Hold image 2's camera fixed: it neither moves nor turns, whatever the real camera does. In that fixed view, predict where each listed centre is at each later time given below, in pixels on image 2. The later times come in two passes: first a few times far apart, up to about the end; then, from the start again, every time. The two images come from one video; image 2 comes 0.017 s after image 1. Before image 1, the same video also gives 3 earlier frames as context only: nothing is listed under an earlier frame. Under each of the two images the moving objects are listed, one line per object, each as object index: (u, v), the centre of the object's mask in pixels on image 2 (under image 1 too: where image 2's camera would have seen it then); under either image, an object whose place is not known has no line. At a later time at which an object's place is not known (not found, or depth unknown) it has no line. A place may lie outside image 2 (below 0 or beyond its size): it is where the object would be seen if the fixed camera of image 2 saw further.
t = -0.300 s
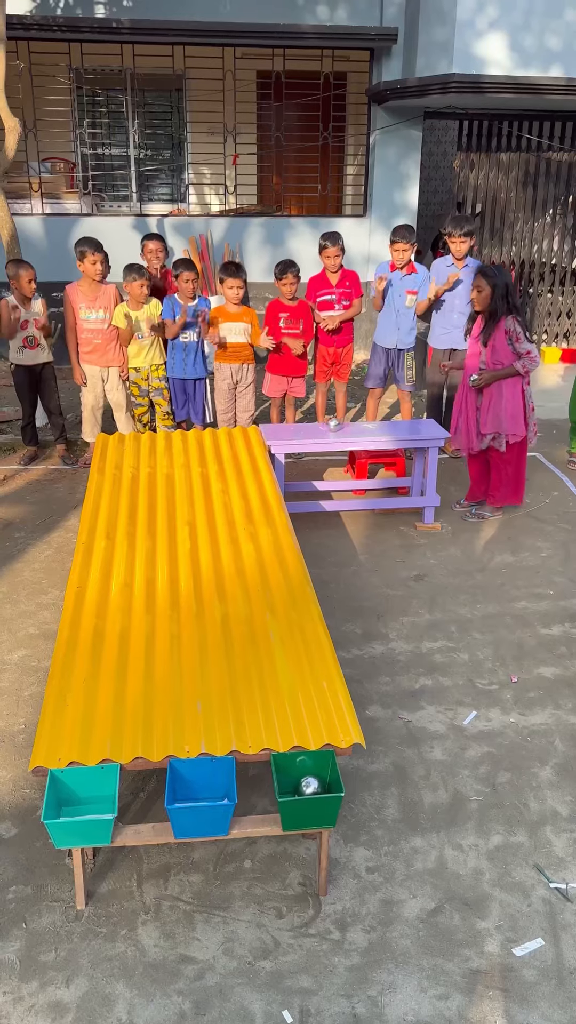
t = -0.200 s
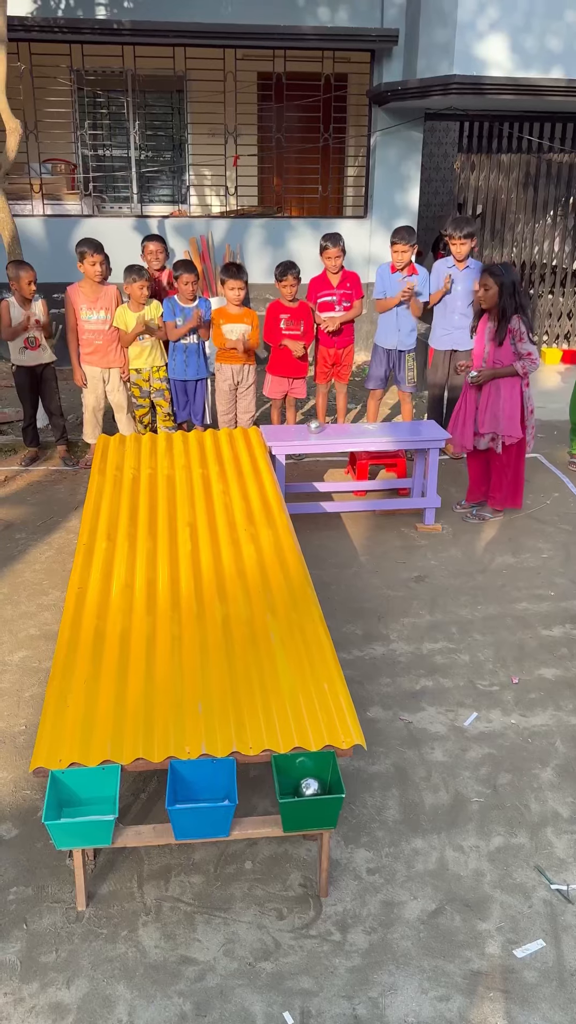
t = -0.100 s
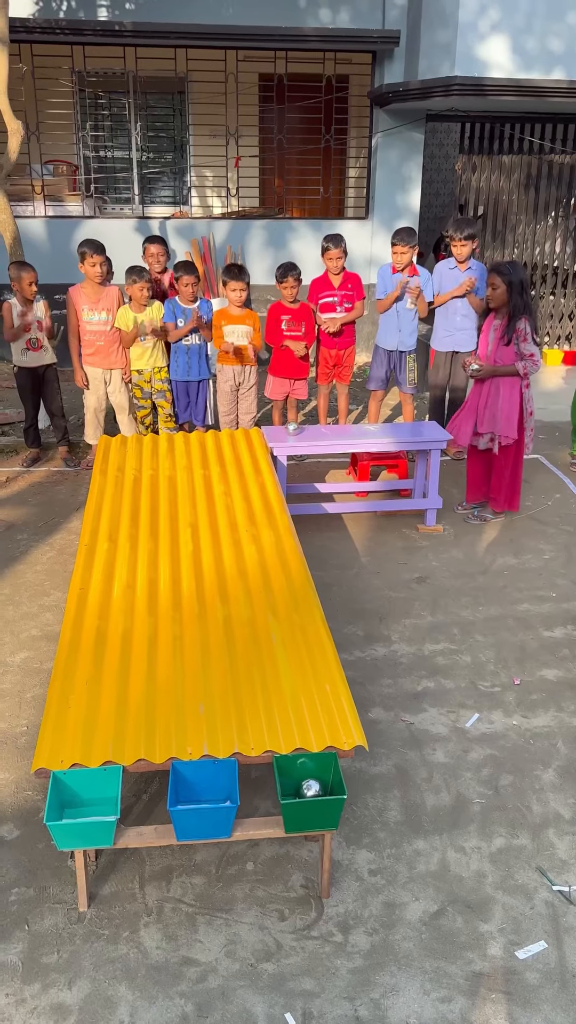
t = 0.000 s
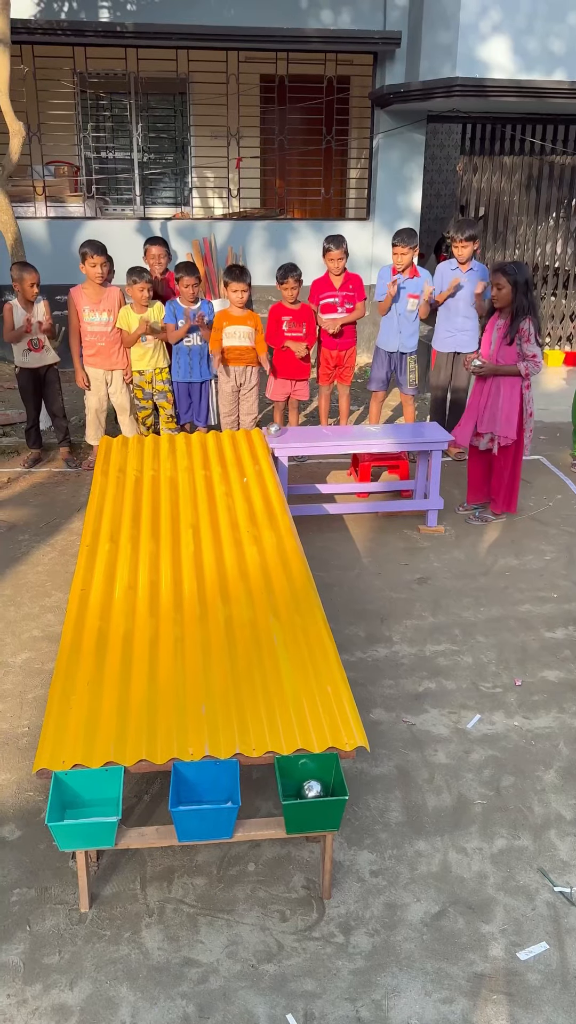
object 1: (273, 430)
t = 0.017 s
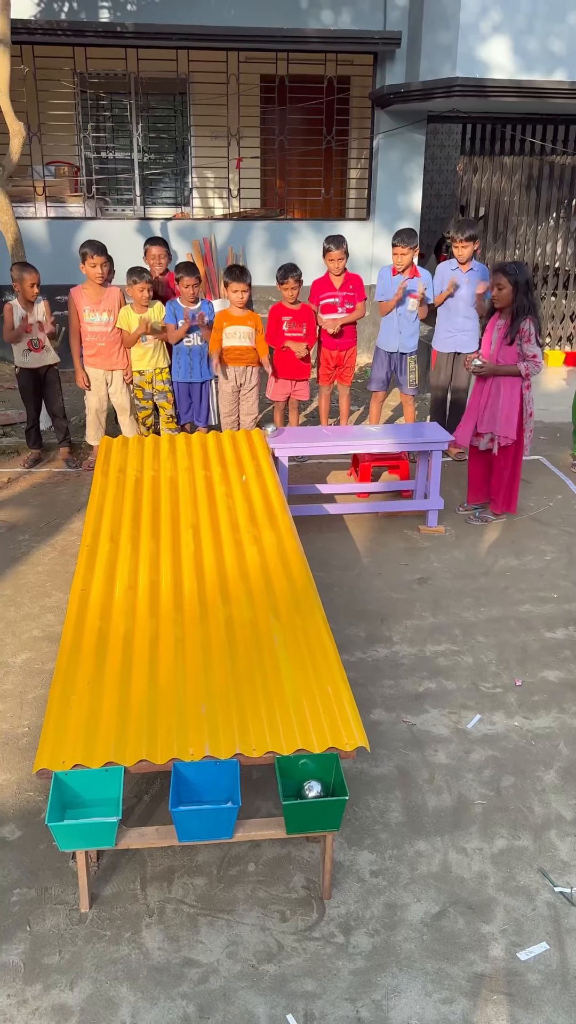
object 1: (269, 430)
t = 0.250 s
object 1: (237, 435)
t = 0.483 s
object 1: (226, 439)
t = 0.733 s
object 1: (224, 445)
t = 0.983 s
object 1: (225, 451)
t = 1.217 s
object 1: (227, 458)
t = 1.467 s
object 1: (228, 467)
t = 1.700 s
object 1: (231, 477)
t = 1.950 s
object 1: (233, 491)
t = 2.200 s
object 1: (236, 506)
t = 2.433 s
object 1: (240, 524)
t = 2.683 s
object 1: (245, 546)
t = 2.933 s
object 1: (251, 573)
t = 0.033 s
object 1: (265, 428)
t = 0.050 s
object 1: (263, 430)
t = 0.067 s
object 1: (260, 432)
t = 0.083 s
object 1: (256, 433)
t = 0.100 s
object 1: (252, 434)
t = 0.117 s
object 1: (251, 433)
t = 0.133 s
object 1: (250, 432)
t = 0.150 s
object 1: (249, 430)
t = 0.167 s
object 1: (248, 430)
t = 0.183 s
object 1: (247, 429)
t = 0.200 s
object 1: (244, 429)
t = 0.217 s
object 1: (243, 430)
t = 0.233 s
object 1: (241, 430)
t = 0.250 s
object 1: (237, 435)
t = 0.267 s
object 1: (236, 437)
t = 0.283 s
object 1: (235, 436)
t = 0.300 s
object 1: (234, 435)
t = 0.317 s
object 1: (234, 435)
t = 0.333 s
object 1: (233, 435)
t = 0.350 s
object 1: (233, 436)
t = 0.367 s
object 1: (232, 437)
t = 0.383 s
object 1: (231, 437)
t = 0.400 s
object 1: (231, 437)
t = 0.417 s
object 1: (230, 438)
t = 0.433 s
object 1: (229, 438)
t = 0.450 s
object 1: (228, 438)
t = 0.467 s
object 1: (227, 438)
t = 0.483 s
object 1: (226, 439)
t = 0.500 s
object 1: (225, 440)
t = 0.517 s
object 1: (224, 441)
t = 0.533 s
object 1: (223, 441)
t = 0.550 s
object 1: (223, 441)
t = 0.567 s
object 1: (222, 441)
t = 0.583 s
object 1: (222, 441)
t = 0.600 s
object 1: (221, 442)
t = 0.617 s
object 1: (221, 442)
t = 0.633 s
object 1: (221, 442)
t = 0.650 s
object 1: (221, 443)
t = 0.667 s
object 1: (222, 444)
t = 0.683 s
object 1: (222, 444)
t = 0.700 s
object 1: (223, 445)
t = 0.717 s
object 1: (224, 445)
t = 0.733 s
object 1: (224, 445)
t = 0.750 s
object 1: (224, 446)
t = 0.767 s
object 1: (224, 446)
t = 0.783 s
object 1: (224, 447)
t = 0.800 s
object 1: (224, 447)
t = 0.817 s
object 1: (224, 448)
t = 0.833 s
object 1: (225, 448)
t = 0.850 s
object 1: (225, 448)
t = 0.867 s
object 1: (225, 449)
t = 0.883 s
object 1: (225, 449)
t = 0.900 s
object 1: (225, 449)
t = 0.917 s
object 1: (225, 450)
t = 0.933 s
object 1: (225, 450)
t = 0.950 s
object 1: (225, 451)
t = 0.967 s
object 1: (225, 451)
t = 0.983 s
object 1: (225, 451)
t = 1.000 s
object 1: (225, 452)
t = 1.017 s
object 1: (225, 452)
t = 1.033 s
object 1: (225, 453)
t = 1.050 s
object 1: (226, 453)
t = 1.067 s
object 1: (226, 454)
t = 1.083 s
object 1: (226, 455)
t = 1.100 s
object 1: (226, 455)
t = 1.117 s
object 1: (226, 456)
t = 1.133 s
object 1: (226, 456)
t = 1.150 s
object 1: (226, 457)
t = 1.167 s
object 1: (226, 457)
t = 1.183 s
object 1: (226, 457)
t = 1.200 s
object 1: (226, 458)
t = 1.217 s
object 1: (227, 458)
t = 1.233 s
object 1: (227, 459)
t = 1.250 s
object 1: (227, 460)
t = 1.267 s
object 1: (227, 460)
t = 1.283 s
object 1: (227, 461)
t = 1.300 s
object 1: (227, 461)
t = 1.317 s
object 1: (227, 462)
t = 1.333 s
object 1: (227, 462)
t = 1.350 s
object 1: (227, 463)
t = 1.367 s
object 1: (228, 463)
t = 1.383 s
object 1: (228, 464)
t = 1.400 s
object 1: (228, 465)
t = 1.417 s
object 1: (228, 465)
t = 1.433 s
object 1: (228, 466)
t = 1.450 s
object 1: (228, 467)
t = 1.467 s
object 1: (228, 467)
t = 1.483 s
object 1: (229, 468)
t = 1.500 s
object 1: (229, 469)
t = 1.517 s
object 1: (229, 470)
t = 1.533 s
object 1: (229, 471)
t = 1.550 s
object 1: (229, 471)
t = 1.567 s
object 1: (229, 472)
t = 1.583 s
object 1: (230, 473)
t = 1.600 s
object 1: (230, 473)
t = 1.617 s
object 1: (230, 474)
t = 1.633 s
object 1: (230, 475)
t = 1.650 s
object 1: (230, 475)
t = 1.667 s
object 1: (230, 476)
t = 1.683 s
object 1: (230, 477)
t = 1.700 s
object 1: (231, 477)
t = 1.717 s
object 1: (231, 478)
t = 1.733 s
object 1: (231, 479)
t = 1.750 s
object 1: (231, 480)
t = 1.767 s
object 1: (231, 481)
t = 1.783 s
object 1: (231, 481)
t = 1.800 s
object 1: (232, 482)
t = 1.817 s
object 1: (232, 483)
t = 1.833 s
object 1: (232, 484)
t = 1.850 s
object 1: (232, 485)
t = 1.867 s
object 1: (232, 486)
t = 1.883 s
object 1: (232, 487)
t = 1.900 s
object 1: (232, 488)
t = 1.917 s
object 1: (233, 489)
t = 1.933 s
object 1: (233, 490)
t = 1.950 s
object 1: (233, 491)
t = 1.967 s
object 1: (233, 492)
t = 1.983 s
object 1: (234, 493)
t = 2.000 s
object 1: (234, 494)
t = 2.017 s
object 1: (234, 495)
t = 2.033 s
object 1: (234, 496)
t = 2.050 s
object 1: (235, 497)
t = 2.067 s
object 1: (235, 498)
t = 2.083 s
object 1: (235, 499)
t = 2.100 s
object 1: (235, 500)
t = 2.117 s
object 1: (235, 501)
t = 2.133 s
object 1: (236, 502)
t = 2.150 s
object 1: (236, 503)
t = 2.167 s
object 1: (236, 504)
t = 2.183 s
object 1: (236, 505)
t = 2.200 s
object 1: (236, 506)
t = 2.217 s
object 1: (237, 507)
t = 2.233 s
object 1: (237, 509)
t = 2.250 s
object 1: (237, 510)
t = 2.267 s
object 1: (237, 511)
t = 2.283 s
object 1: (238, 512)
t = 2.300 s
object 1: (238, 513)
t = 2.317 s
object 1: (238, 514)
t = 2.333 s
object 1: (239, 517)
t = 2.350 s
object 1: (239, 518)
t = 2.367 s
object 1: (239, 519)
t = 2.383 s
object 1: (239, 520)
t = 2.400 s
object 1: (240, 522)
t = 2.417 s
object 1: (240, 523)
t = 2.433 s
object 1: (240, 524)
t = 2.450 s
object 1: (241, 526)
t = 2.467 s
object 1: (241, 527)
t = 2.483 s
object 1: (241, 528)
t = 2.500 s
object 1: (241, 530)
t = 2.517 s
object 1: (242, 531)
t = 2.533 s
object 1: (242, 532)
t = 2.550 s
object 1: (242, 534)
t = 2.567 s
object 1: (243, 535)
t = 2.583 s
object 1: (243, 537)
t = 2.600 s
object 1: (243, 538)
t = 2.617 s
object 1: (244, 540)
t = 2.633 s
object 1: (244, 541)
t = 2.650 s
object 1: (244, 543)
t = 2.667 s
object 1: (245, 544)
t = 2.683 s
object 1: (245, 546)
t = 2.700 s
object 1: (245, 547)
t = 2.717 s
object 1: (246, 549)
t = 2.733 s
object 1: (246, 551)
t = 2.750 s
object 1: (247, 554)
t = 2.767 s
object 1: (247, 556)
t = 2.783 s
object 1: (247, 557)
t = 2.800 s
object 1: (248, 559)
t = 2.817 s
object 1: (248, 560)
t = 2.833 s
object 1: (248, 562)
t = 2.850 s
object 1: (249, 564)
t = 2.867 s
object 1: (249, 566)
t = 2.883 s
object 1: (250, 568)
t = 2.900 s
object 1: (250, 569)
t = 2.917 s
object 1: (250, 571)
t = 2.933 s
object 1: (251, 573)
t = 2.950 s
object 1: (251, 575)
